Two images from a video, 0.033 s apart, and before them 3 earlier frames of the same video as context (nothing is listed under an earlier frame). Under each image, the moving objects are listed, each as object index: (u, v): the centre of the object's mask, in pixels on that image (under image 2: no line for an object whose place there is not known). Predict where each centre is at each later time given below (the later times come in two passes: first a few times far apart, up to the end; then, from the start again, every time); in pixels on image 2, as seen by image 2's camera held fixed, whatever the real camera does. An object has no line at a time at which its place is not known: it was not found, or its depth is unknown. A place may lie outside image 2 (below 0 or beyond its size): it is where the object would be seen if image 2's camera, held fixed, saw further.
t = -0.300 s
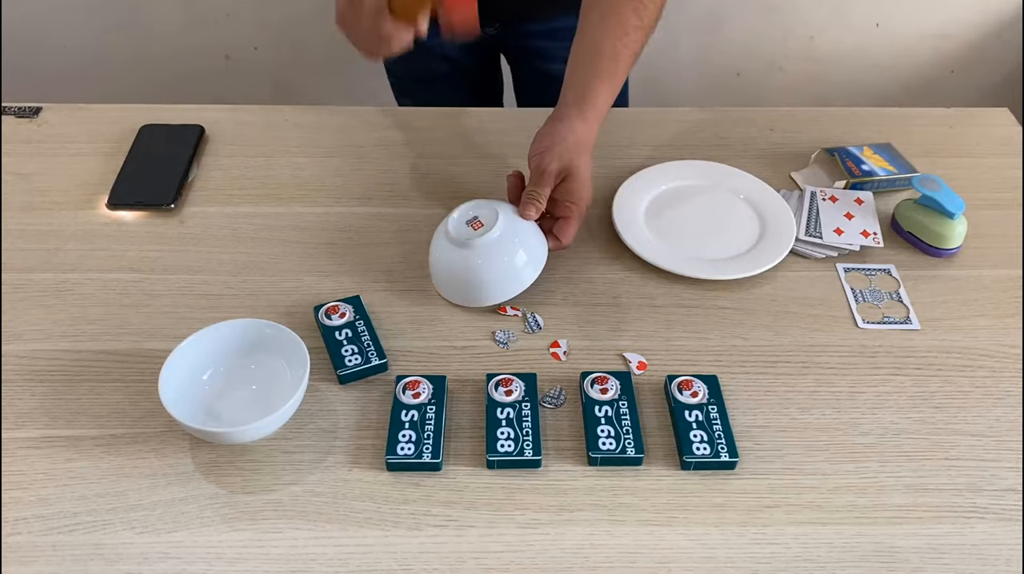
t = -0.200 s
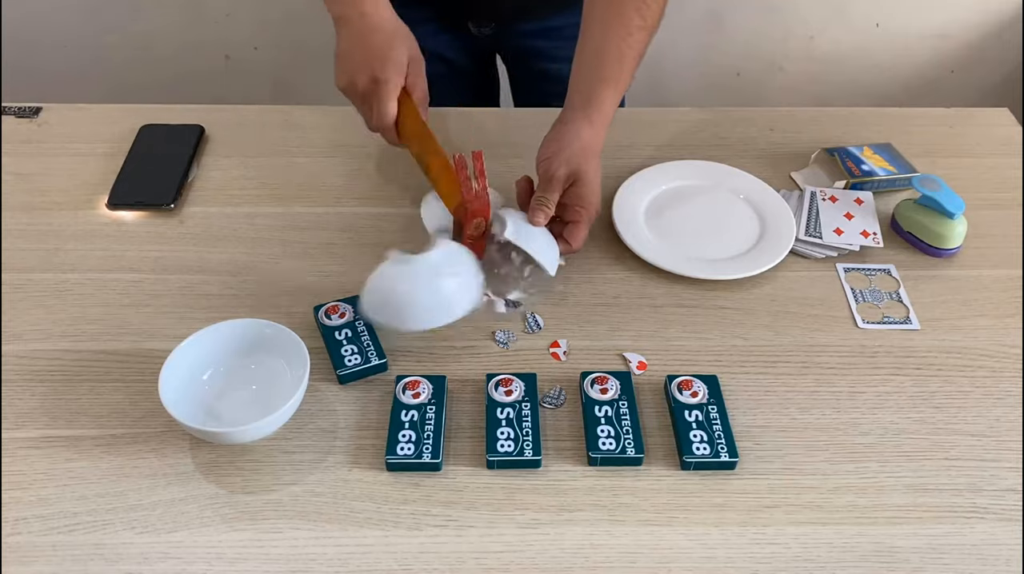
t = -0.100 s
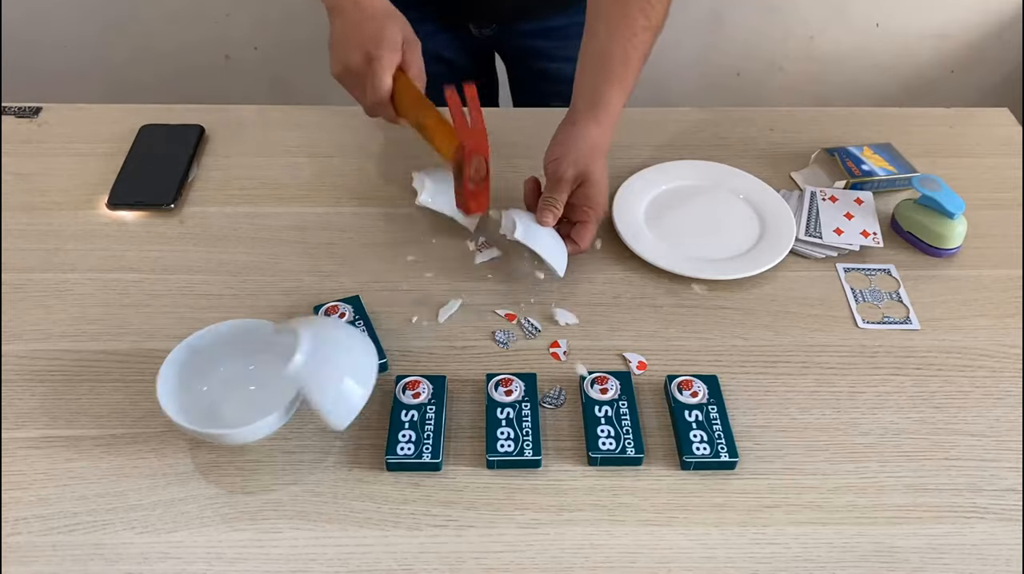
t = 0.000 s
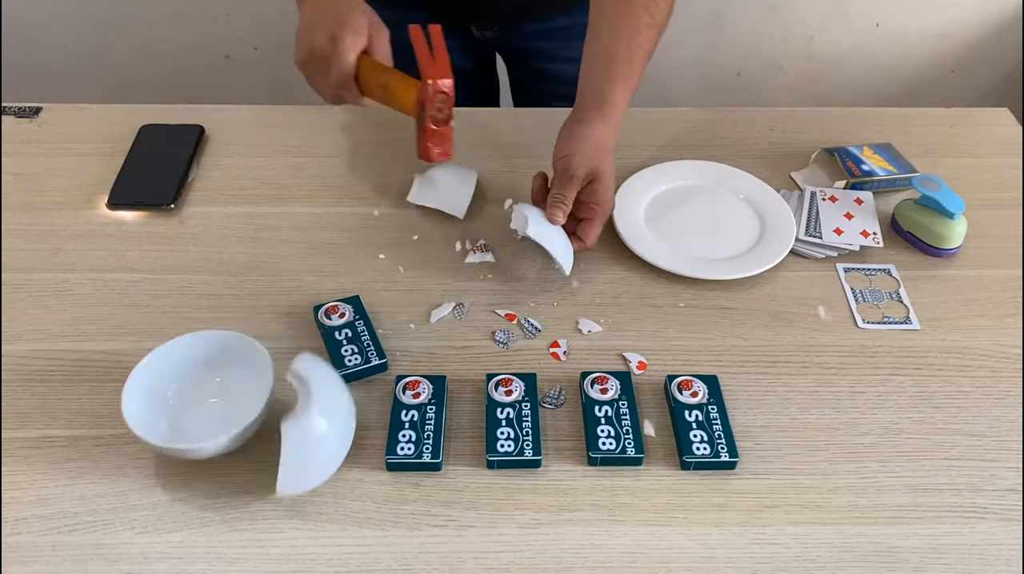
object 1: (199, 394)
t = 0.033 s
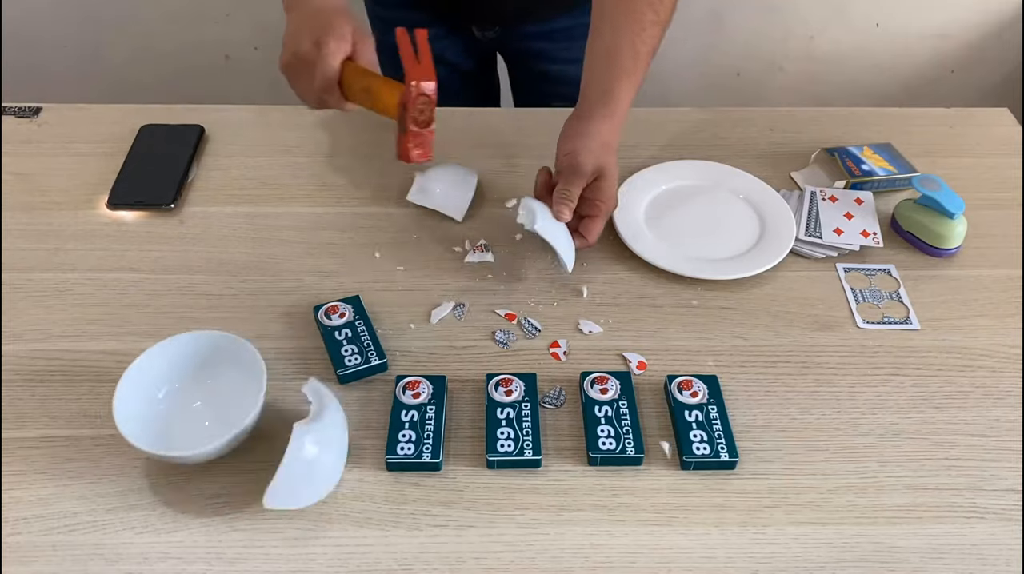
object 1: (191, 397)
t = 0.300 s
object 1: (180, 401)
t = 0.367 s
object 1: (180, 401)
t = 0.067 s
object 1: (186, 399)
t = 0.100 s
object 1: (185, 399)
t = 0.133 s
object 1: (183, 400)
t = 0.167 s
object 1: (180, 400)
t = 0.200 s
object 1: (180, 401)
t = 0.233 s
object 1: (180, 401)
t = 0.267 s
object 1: (180, 401)
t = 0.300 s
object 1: (180, 401)
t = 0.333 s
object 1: (180, 401)
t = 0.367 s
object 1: (180, 401)
